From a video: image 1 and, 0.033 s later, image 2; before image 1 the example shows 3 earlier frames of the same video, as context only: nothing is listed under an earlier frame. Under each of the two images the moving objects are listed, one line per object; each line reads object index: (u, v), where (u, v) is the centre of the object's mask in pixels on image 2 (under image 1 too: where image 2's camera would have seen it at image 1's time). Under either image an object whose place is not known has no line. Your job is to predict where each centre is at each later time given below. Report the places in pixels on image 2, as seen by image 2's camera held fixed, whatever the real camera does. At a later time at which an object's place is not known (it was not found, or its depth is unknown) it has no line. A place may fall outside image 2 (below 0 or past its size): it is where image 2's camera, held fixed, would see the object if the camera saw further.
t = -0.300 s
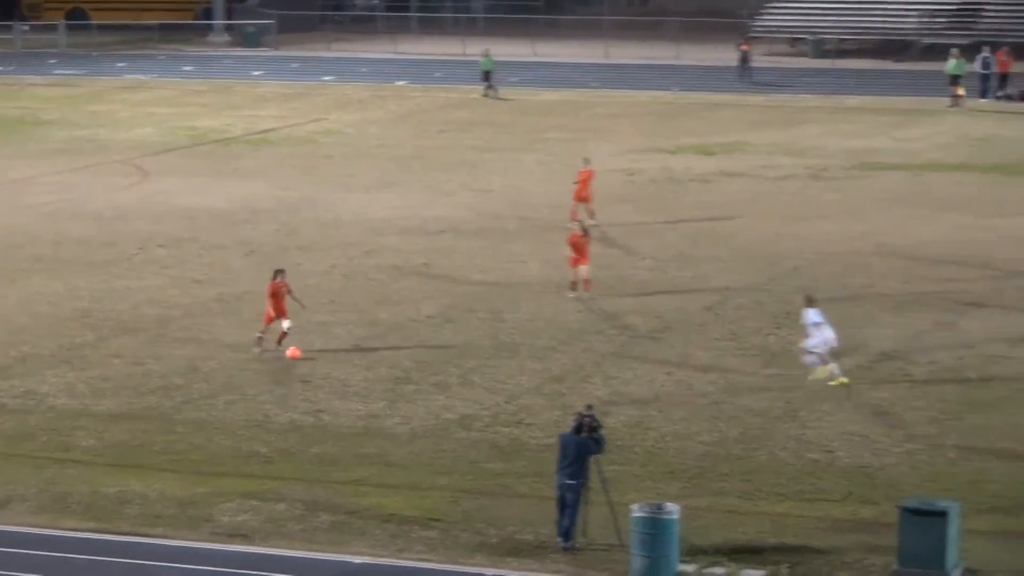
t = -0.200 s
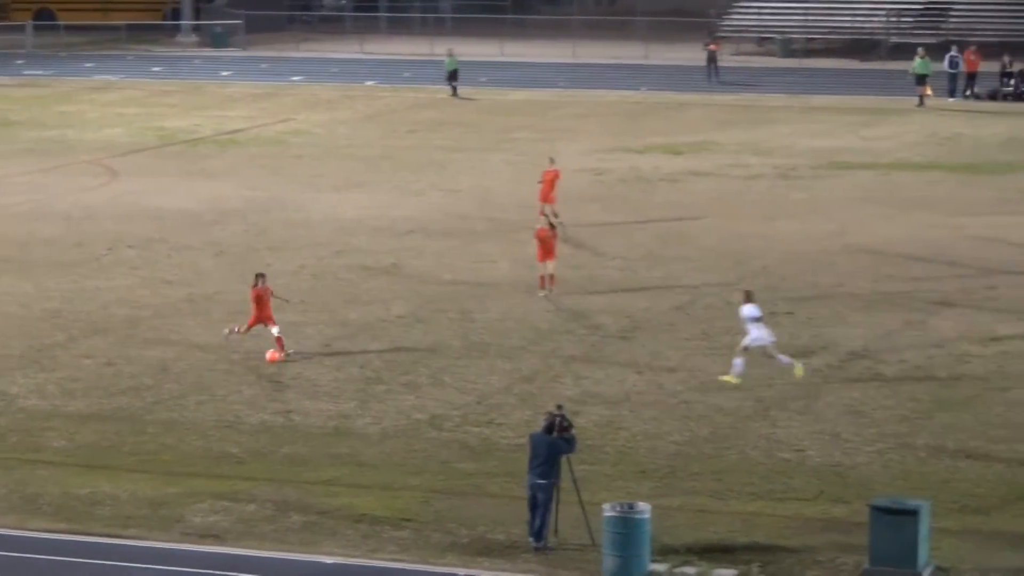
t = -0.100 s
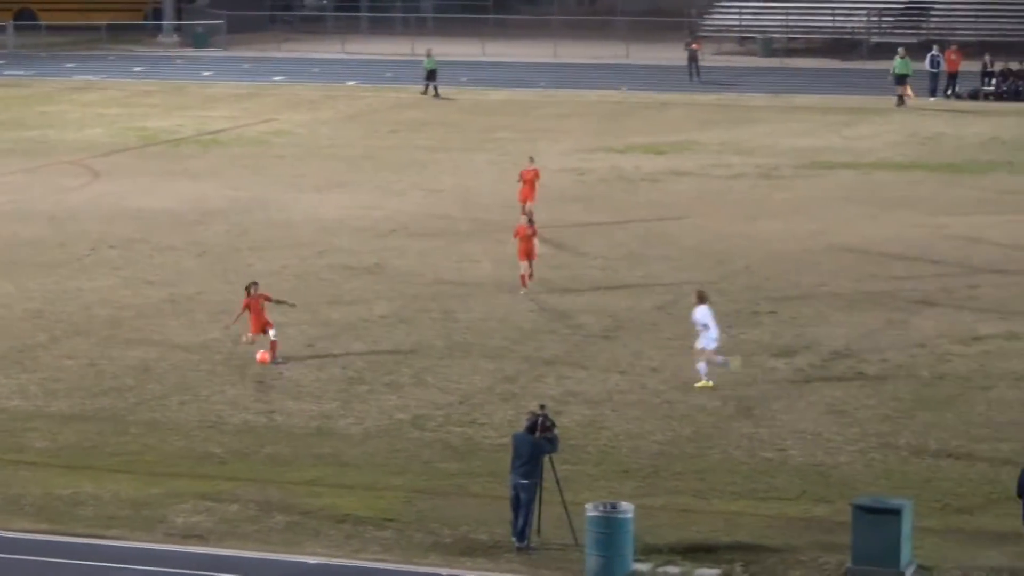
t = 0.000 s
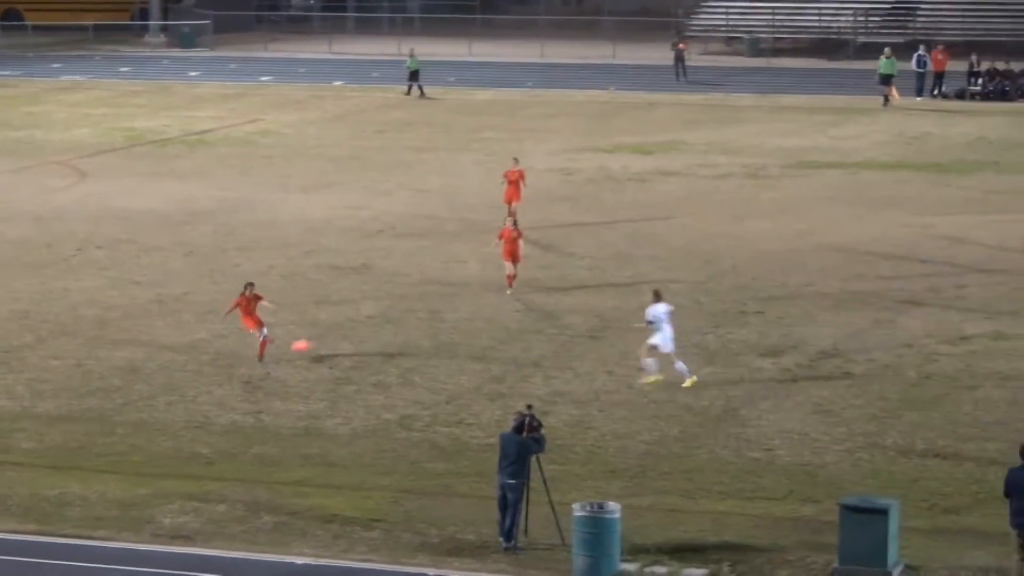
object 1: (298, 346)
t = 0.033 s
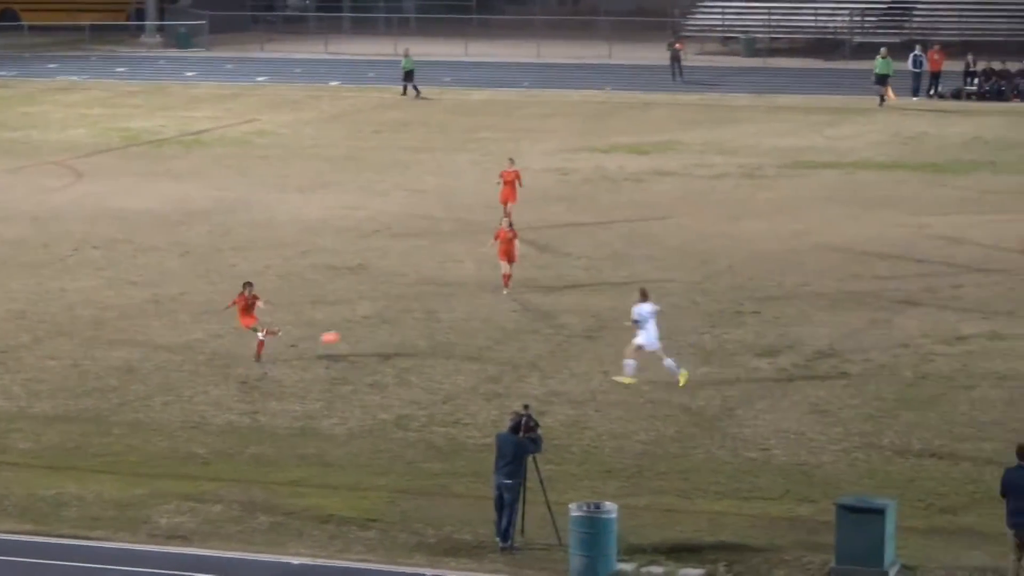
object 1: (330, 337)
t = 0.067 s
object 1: (363, 331)
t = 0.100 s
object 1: (394, 324)
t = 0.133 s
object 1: (428, 318)
